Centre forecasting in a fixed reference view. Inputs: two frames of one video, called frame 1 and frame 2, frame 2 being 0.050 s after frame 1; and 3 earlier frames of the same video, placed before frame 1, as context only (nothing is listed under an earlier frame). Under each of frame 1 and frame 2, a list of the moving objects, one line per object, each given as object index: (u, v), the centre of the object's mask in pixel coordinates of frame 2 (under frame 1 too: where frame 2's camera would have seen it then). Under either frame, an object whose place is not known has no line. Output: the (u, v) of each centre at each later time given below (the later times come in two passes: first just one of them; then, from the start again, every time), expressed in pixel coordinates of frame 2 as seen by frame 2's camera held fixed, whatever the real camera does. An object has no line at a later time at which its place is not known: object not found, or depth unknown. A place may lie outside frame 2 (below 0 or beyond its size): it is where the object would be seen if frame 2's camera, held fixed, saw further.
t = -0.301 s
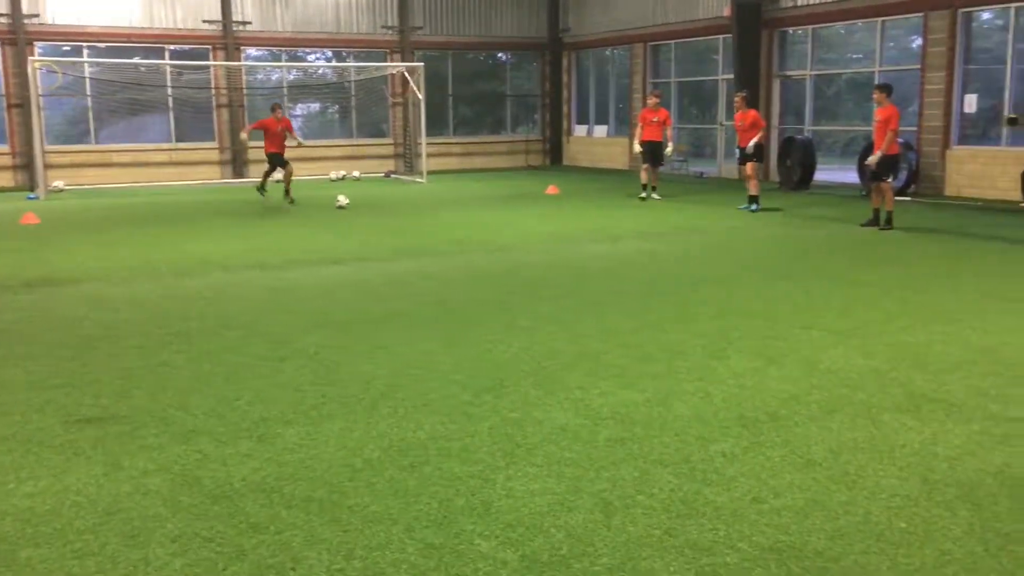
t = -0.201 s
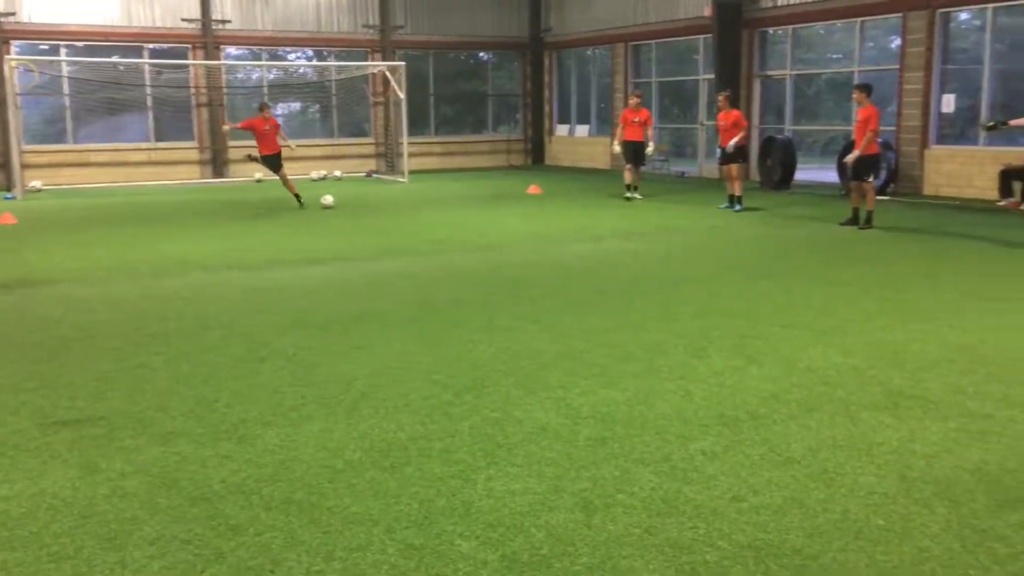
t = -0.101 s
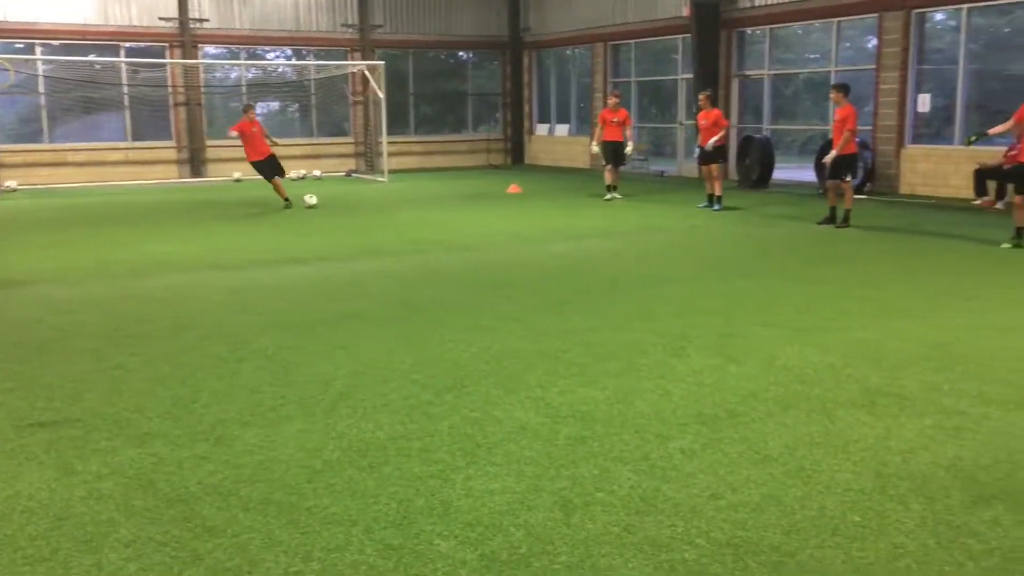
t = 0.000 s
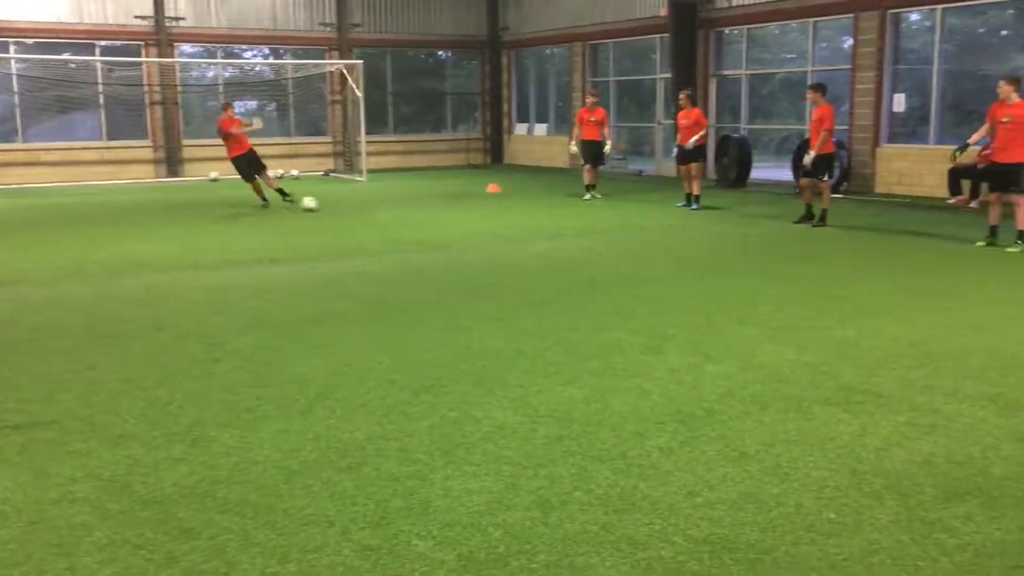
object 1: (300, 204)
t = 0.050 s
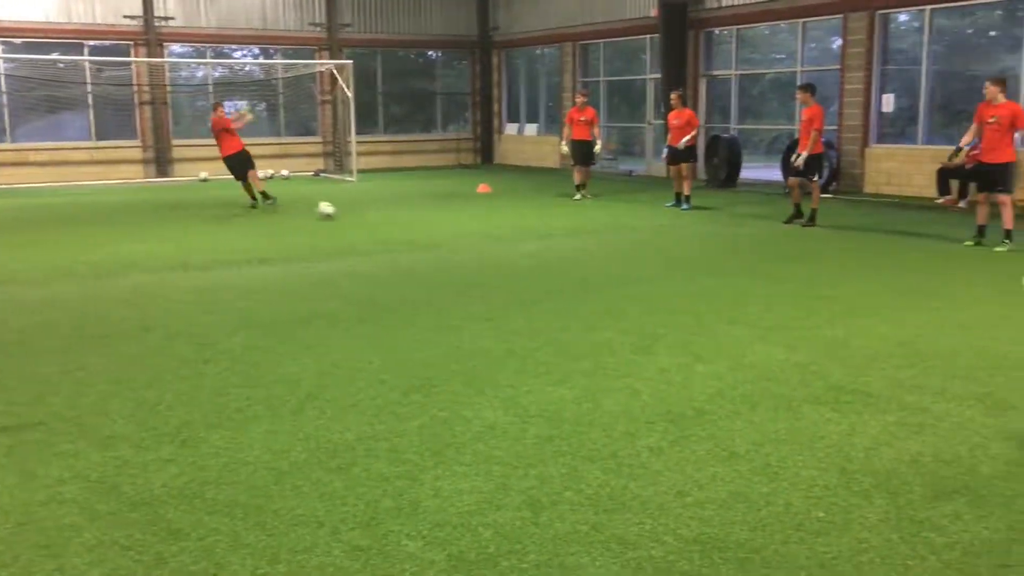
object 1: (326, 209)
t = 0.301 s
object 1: (528, 263)
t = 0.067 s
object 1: (336, 212)
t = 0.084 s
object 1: (345, 215)
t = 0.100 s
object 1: (355, 218)
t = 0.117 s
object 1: (366, 221)
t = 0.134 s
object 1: (377, 224)
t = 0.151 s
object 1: (389, 228)
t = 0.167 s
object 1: (402, 231)
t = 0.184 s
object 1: (415, 236)
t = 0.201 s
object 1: (429, 238)
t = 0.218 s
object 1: (443, 242)
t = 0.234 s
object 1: (458, 245)
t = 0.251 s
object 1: (475, 250)
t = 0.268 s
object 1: (491, 253)
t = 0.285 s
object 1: (509, 258)
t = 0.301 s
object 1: (528, 263)
